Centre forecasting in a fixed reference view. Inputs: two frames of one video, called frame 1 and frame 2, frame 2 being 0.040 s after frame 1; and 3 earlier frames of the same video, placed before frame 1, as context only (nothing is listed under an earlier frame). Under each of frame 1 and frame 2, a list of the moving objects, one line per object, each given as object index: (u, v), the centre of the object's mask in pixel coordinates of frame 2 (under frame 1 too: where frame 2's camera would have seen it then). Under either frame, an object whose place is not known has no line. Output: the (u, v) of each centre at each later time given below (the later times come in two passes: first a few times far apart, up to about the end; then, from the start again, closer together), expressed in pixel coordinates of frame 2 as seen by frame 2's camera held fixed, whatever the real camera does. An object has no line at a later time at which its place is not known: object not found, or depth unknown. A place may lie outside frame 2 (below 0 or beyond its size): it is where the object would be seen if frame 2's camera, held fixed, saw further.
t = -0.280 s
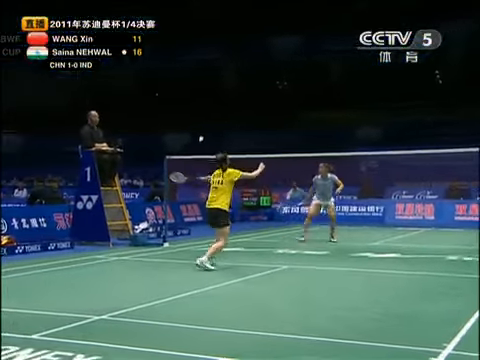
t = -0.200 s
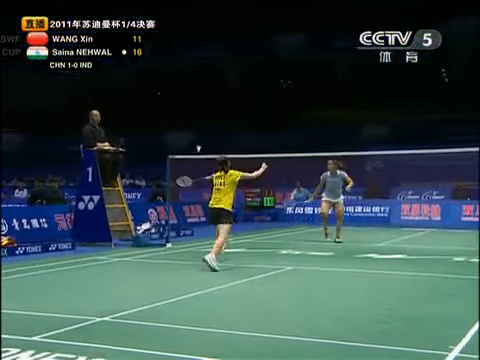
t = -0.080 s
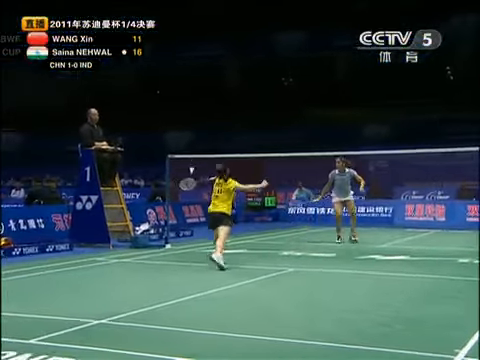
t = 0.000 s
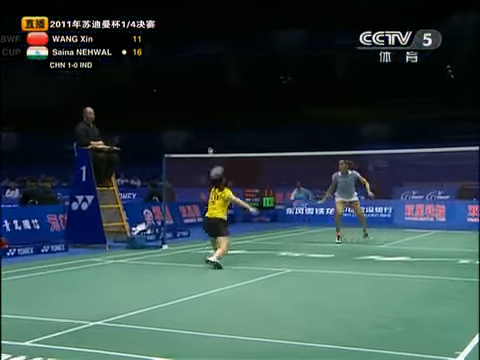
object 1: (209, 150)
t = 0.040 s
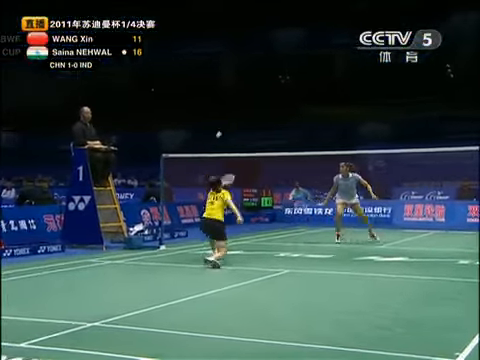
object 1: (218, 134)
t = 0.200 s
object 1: (247, 107)
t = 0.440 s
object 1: (280, 101)
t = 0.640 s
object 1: (301, 117)
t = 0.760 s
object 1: (310, 134)
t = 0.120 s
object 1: (235, 118)
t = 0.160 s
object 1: (241, 111)
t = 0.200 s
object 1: (247, 107)
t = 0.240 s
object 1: (252, 103)
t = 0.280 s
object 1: (261, 102)
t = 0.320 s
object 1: (267, 100)
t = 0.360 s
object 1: (271, 99)
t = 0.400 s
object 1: (277, 100)
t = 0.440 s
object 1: (280, 101)
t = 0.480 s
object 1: (284, 103)
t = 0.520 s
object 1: (292, 106)
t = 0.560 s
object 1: (295, 109)
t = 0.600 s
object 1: (298, 113)
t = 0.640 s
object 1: (301, 117)
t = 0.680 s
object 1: (304, 122)
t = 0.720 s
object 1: (307, 128)
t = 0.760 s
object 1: (310, 134)
